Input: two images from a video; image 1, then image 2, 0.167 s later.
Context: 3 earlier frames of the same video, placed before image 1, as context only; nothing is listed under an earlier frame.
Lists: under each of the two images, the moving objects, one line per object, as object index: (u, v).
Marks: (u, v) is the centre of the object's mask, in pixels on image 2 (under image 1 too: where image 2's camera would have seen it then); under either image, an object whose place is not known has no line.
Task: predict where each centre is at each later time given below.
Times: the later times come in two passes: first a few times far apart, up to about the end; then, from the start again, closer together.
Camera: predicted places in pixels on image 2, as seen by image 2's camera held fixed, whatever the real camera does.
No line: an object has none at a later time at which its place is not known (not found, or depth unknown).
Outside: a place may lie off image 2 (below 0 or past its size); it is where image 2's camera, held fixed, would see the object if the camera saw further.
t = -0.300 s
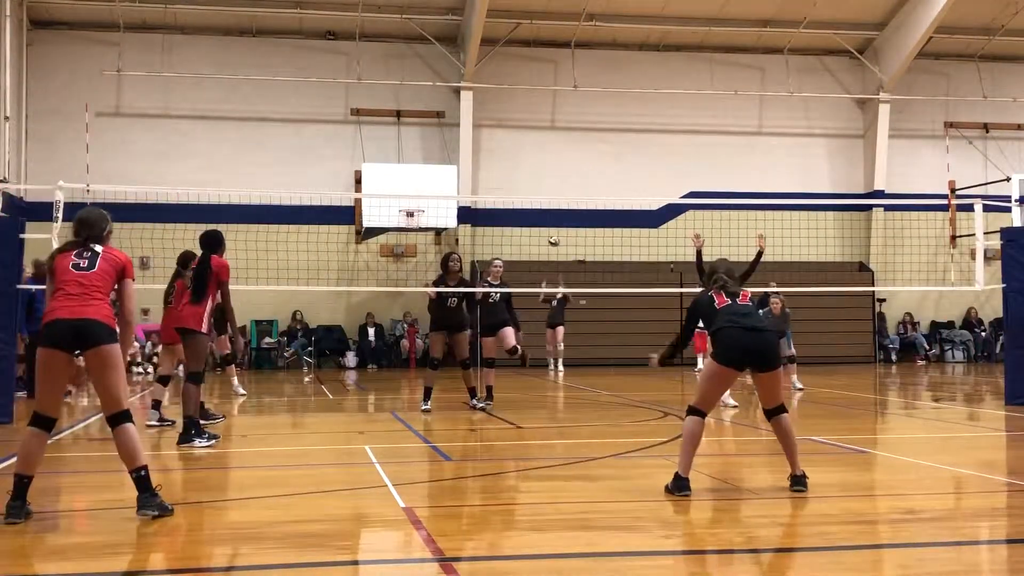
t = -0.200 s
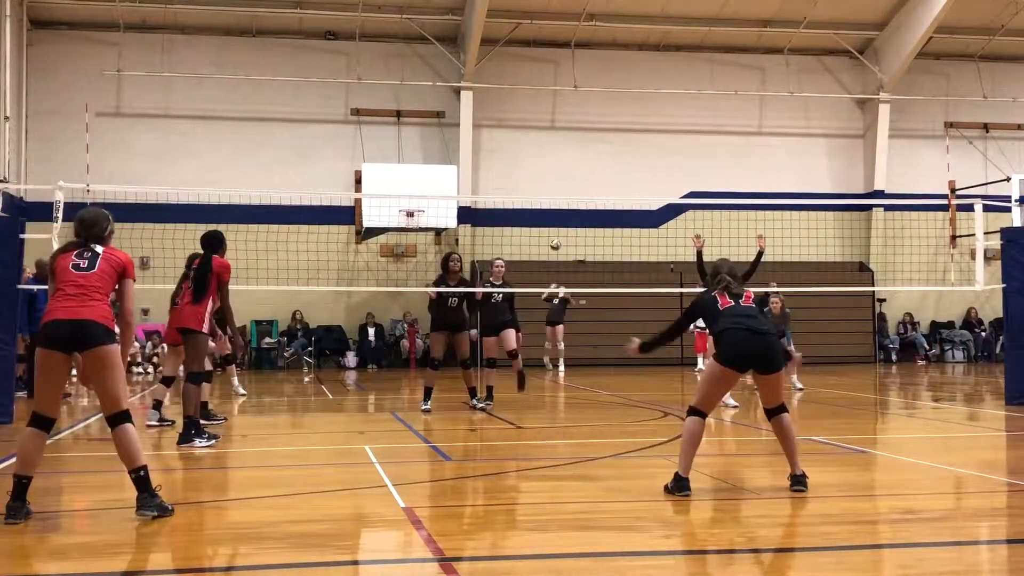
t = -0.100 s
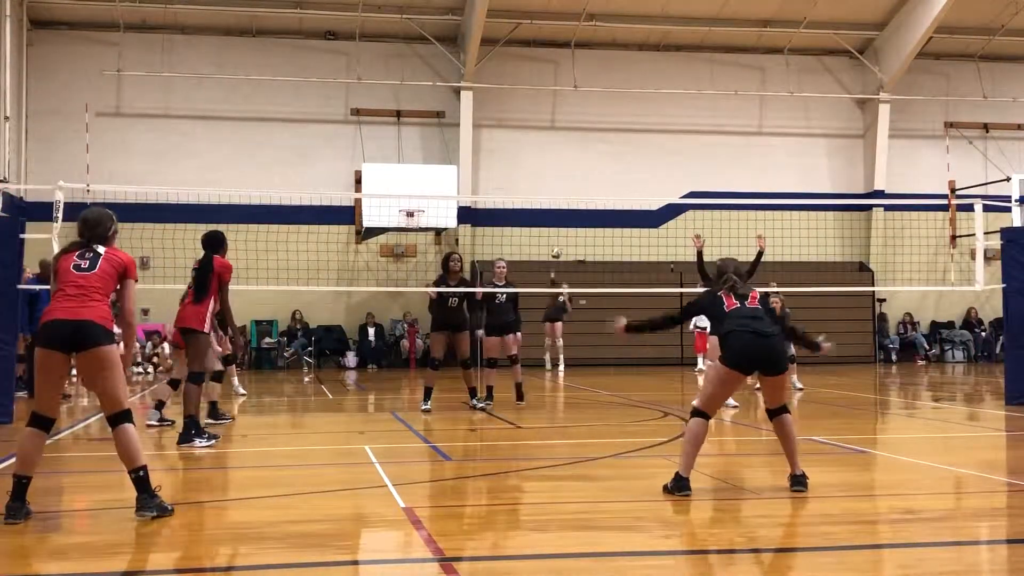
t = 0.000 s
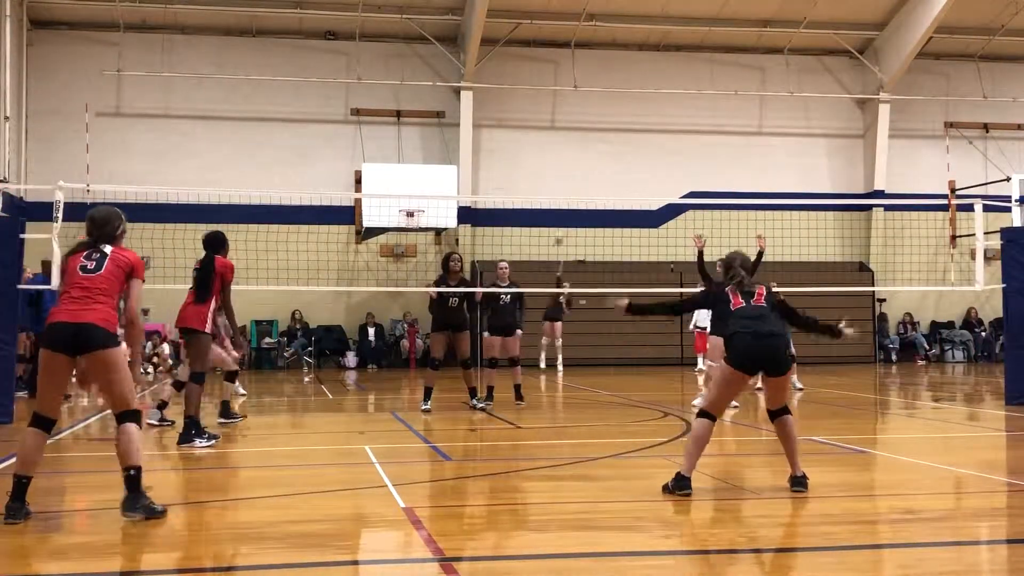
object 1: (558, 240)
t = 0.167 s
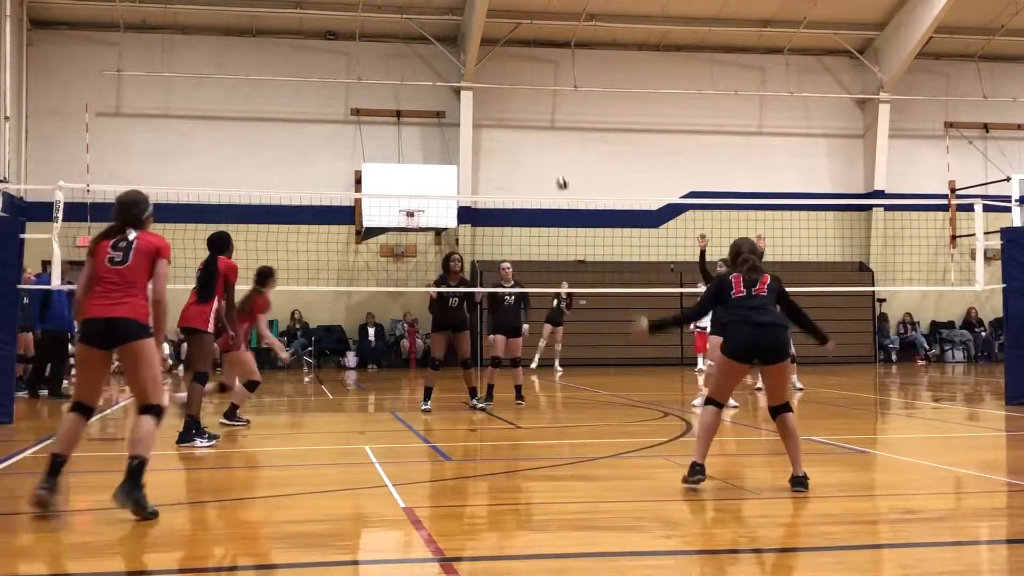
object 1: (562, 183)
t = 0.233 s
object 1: (561, 175)
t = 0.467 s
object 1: (566, 121)
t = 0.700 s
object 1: (569, 94)
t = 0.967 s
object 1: (570, 109)
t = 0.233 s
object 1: (561, 175)
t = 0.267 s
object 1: (563, 167)
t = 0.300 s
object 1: (563, 160)
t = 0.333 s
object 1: (564, 152)
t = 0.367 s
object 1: (564, 145)
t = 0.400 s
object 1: (565, 135)
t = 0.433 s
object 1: (565, 128)
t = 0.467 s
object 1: (566, 121)
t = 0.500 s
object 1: (566, 116)
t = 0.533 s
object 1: (567, 111)
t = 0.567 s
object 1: (567, 107)
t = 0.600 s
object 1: (567, 101)
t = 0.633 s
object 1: (568, 98)
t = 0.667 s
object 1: (569, 95)
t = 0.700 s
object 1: (569, 94)
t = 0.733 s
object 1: (569, 94)
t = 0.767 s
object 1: (569, 93)
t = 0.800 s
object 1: (569, 94)
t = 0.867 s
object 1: (569, 95)
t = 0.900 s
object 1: (569, 99)
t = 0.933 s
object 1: (570, 103)
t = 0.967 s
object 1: (570, 109)
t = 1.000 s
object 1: (570, 116)
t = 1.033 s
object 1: (569, 126)
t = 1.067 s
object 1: (568, 136)
